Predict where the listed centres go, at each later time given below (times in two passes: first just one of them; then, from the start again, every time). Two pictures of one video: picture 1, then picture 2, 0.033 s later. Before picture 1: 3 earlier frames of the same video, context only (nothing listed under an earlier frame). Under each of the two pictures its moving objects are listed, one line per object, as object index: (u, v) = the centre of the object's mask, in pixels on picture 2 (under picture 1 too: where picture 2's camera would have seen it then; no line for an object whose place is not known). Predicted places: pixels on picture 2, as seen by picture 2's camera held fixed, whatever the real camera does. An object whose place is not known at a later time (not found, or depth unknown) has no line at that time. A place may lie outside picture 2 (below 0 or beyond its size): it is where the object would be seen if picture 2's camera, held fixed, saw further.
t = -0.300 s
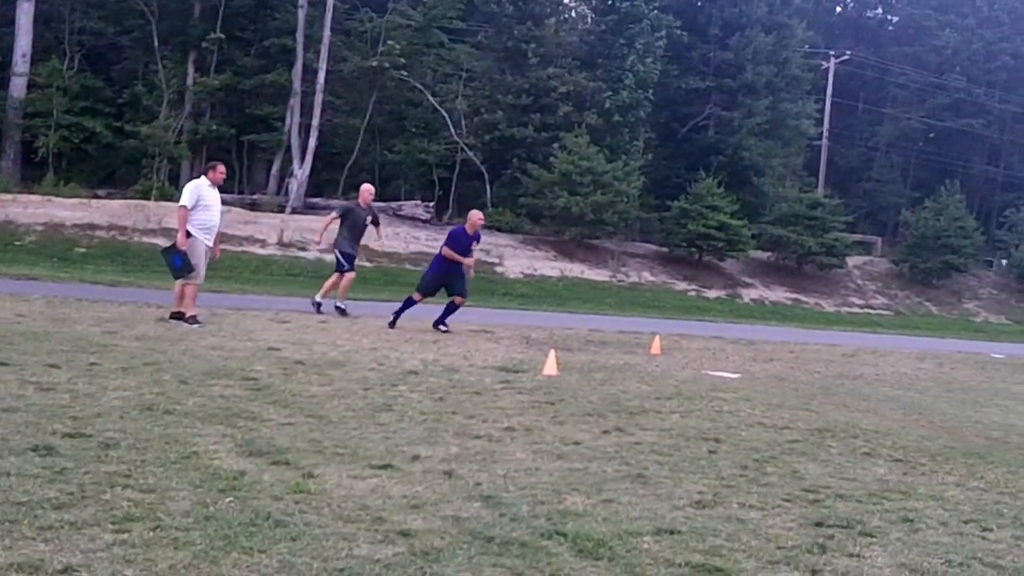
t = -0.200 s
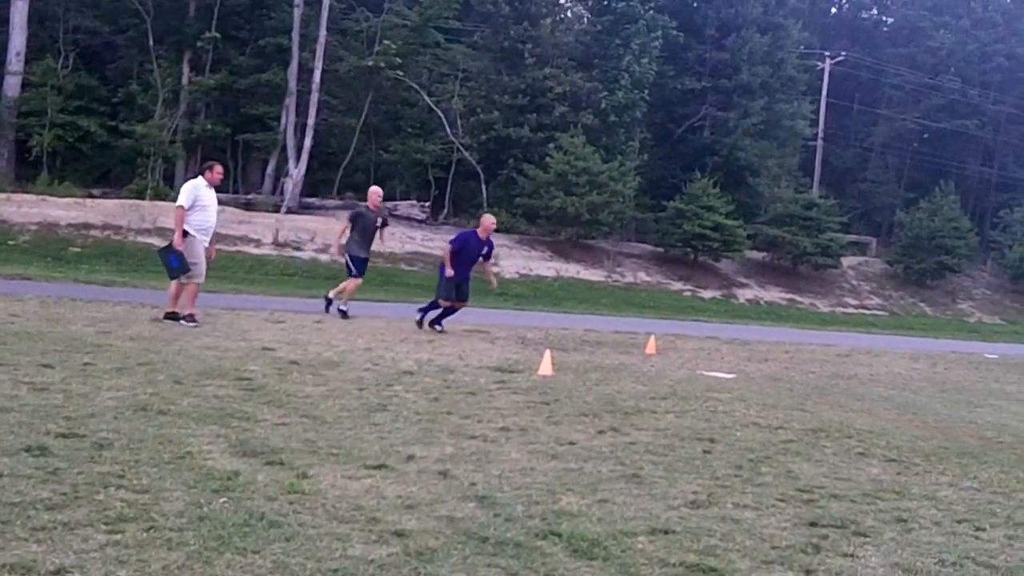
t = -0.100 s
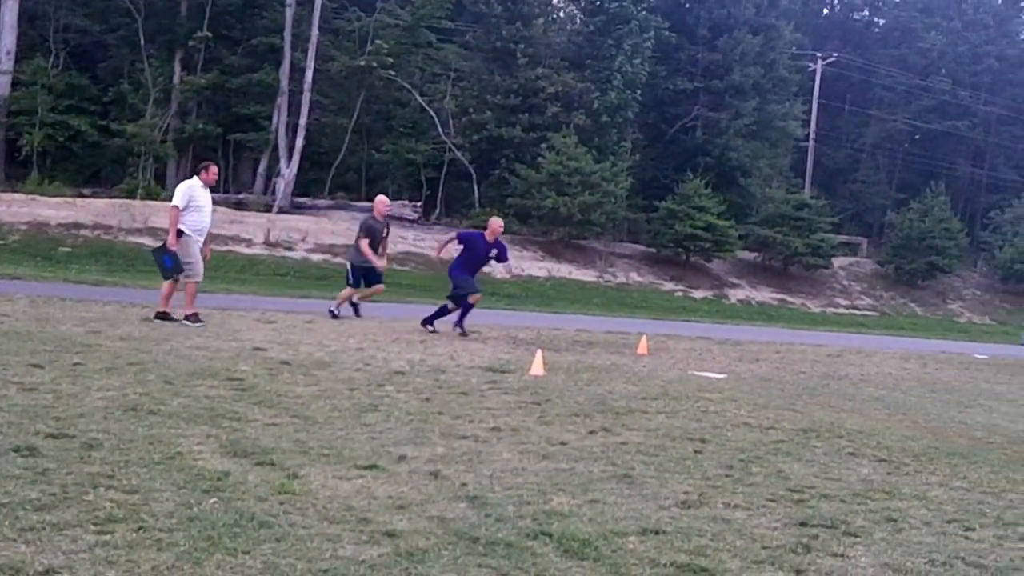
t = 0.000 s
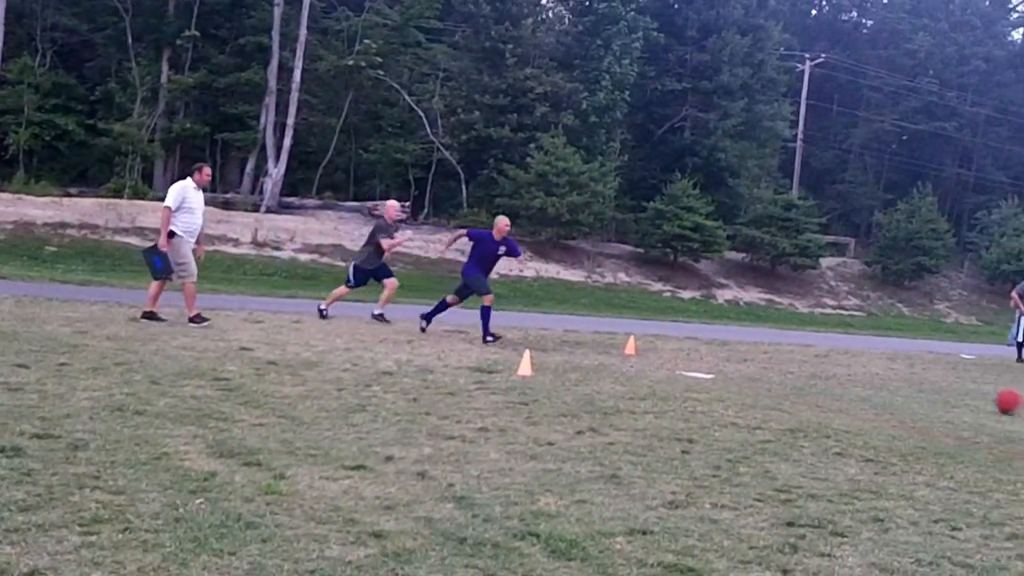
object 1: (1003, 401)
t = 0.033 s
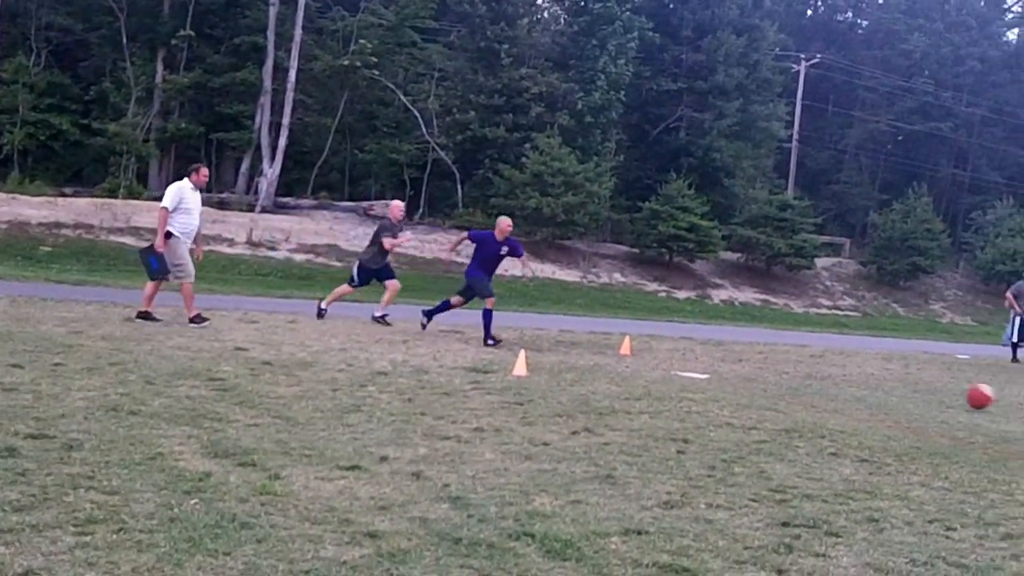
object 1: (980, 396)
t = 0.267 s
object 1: (816, 378)
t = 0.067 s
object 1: (955, 392)
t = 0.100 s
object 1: (932, 390)
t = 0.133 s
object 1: (908, 390)
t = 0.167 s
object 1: (884, 388)
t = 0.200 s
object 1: (861, 386)
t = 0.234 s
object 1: (838, 382)
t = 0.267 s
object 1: (816, 378)
